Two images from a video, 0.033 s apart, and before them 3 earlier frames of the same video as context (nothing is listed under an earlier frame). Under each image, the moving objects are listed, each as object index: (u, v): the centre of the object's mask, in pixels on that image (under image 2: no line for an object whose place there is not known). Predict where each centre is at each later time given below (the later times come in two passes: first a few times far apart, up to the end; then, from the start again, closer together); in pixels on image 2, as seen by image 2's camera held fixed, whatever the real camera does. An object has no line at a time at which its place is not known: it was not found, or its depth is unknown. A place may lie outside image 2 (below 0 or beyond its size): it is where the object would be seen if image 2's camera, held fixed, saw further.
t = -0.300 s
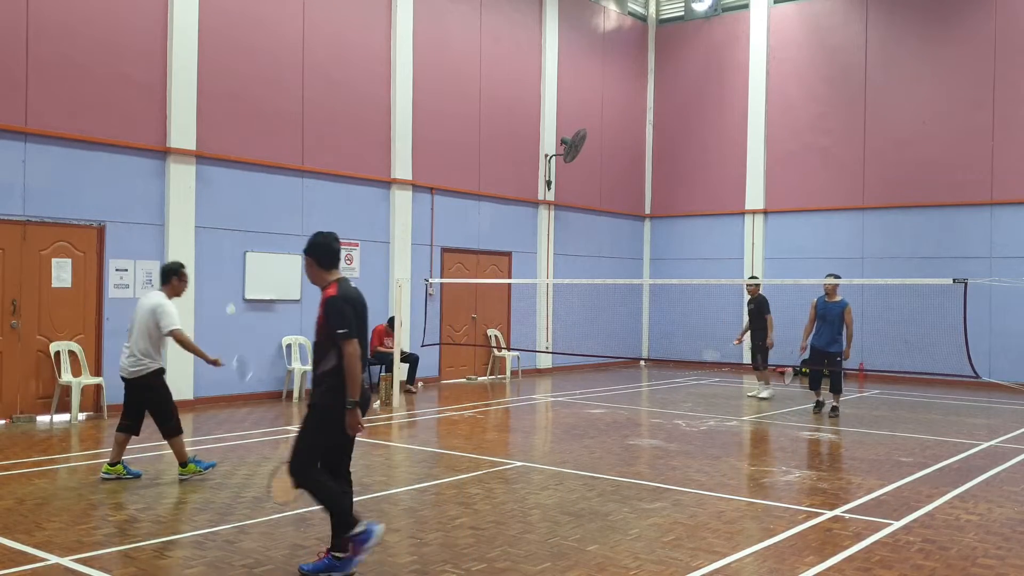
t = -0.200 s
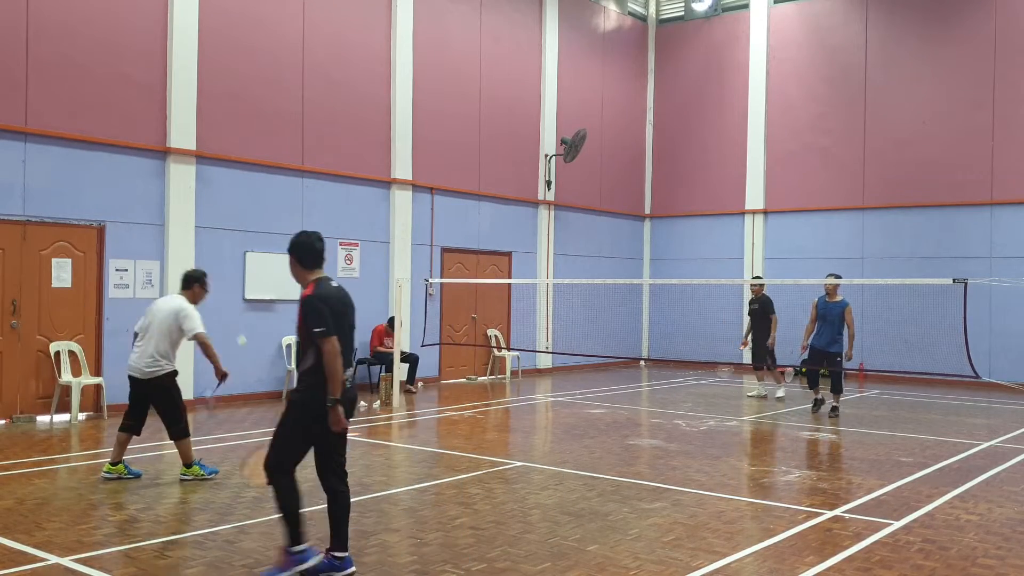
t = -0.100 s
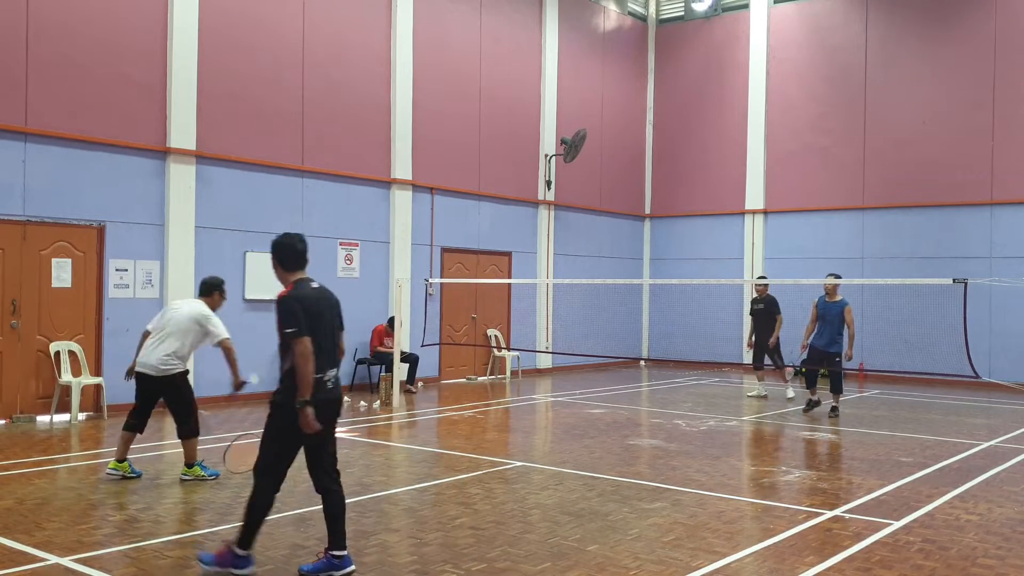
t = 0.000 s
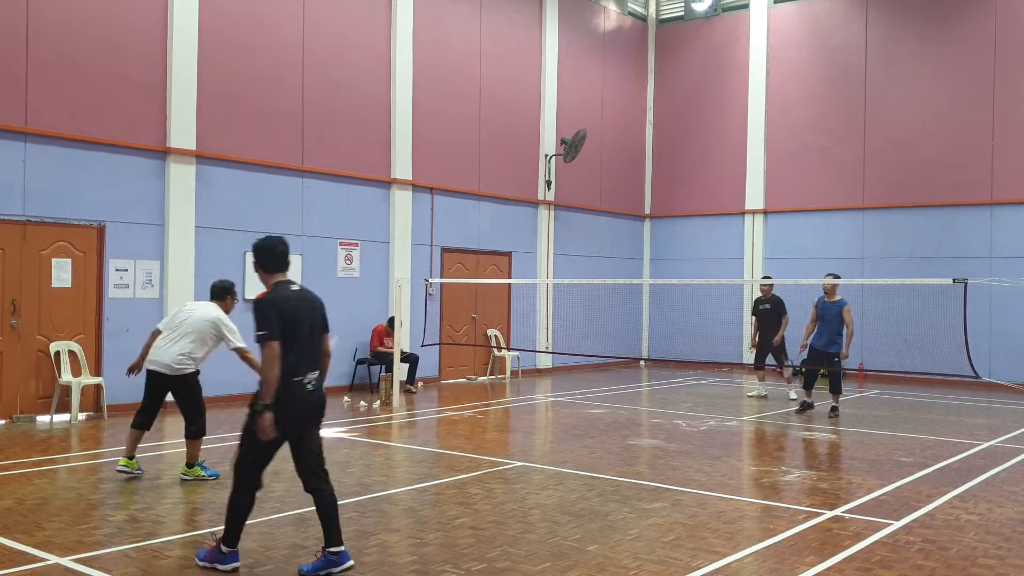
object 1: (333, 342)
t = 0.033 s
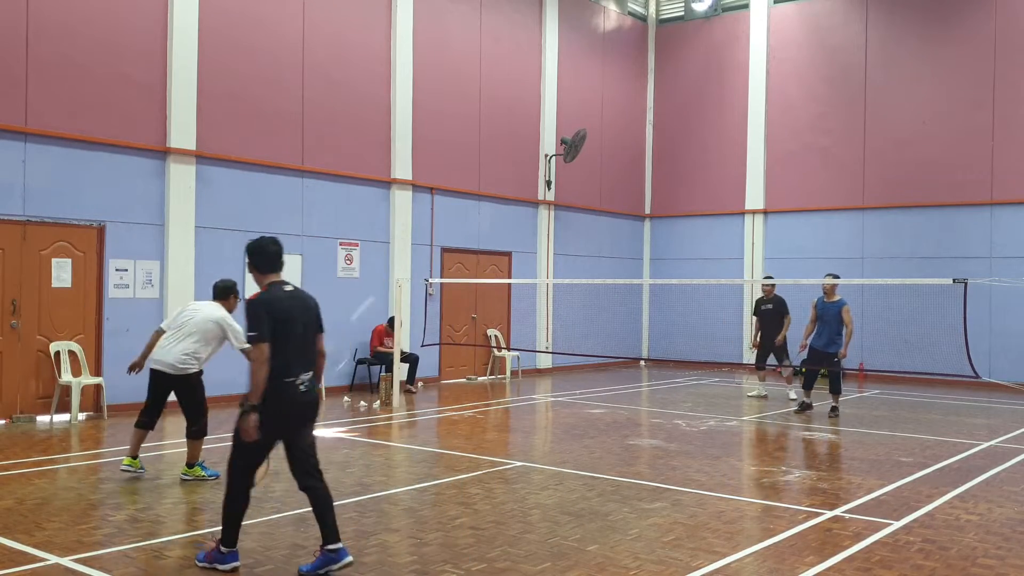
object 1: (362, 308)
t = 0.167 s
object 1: (475, 203)
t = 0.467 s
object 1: (612, 118)
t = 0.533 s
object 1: (634, 115)
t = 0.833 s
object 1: (709, 144)
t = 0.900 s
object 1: (722, 158)
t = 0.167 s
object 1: (475, 203)
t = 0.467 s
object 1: (612, 118)
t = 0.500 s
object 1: (624, 116)
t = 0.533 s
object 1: (634, 115)
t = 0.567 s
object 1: (643, 115)
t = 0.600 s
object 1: (654, 116)
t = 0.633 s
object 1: (661, 117)
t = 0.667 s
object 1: (671, 119)
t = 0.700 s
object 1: (679, 123)
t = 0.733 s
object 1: (686, 126)
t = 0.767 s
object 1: (694, 132)
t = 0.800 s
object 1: (702, 137)
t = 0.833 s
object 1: (709, 144)
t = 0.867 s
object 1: (715, 151)
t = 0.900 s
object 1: (722, 158)
